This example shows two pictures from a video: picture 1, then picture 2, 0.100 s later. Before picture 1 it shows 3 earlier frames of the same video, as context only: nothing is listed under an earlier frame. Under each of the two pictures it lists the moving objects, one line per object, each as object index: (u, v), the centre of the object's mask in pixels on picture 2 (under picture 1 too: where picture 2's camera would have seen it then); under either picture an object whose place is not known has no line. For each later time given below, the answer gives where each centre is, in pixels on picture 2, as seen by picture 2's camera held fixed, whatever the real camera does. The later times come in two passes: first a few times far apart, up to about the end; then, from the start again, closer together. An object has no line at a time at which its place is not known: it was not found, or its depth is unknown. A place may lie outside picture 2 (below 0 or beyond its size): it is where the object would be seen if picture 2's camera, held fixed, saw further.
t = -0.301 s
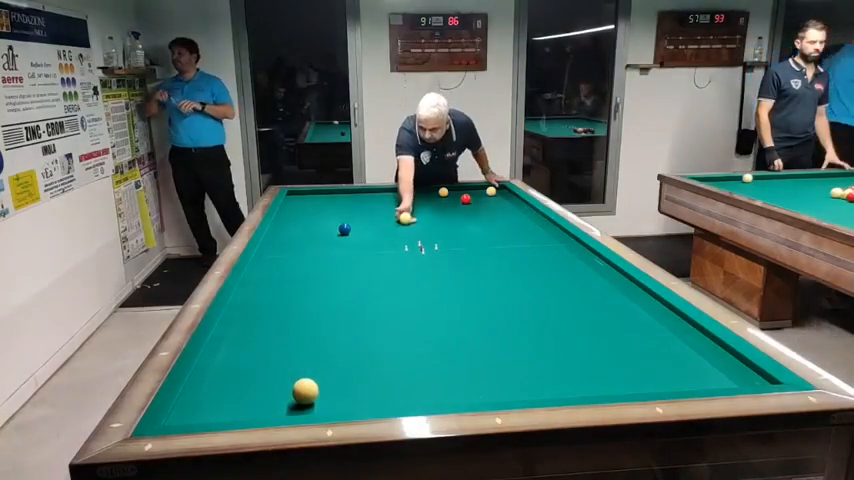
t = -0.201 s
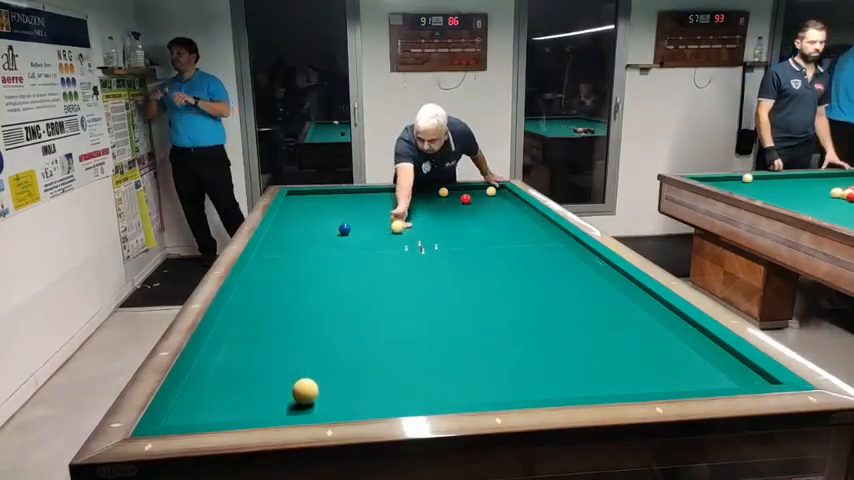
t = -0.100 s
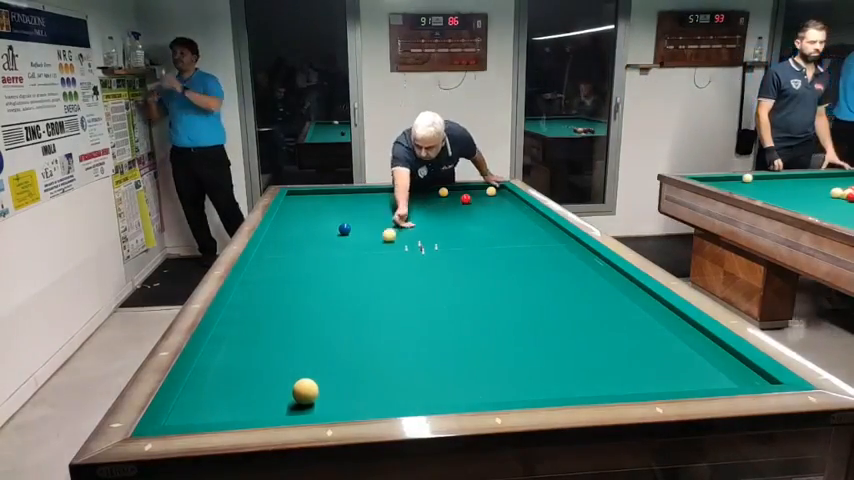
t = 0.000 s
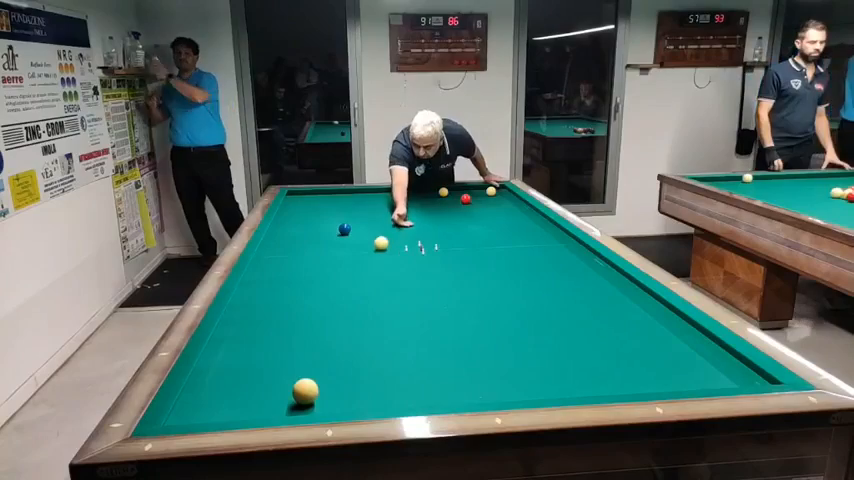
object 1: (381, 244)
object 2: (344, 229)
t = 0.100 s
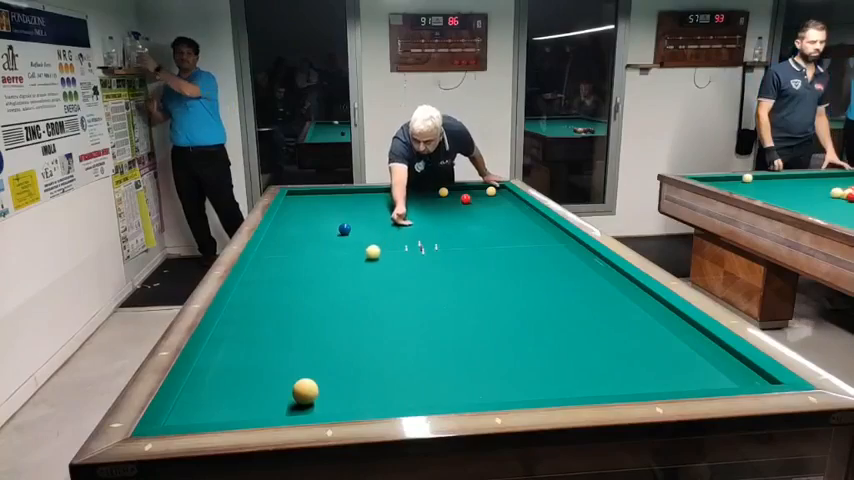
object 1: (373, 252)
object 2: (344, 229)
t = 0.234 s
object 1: (360, 265)
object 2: (344, 229)
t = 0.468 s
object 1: (334, 293)
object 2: (344, 229)
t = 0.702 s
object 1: (298, 330)
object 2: (344, 229)
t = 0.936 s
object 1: (249, 382)
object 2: (344, 229)
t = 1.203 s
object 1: (211, 388)
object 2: (344, 229)
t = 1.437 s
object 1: (216, 358)
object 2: (344, 229)
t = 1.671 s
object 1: (238, 334)
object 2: (344, 228)
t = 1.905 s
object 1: (255, 314)
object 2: (344, 229)
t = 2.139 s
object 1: (271, 297)
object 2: (344, 229)
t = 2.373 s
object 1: (284, 283)
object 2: (344, 229)
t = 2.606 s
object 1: (295, 270)
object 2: (344, 229)
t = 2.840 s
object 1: (305, 260)
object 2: (344, 229)
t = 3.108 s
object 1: (315, 249)
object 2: (344, 229)
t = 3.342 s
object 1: (322, 240)
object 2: (344, 229)
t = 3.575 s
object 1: (329, 233)
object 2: (344, 229)
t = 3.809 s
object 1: (332, 226)
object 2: (348, 229)
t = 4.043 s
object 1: (332, 221)
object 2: (354, 228)
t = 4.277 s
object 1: (332, 216)
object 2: (360, 228)
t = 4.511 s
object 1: (333, 211)
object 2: (365, 228)
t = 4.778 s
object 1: (333, 206)
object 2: (369, 227)
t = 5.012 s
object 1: (333, 202)
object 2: (374, 226)
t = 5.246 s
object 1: (332, 199)
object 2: (377, 226)
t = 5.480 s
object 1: (333, 195)
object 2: (380, 226)
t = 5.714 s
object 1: (332, 192)
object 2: (383, 226)
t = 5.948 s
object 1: (333, 191)
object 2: (385, 225)
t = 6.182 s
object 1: (333, 193)
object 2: (387, 225)
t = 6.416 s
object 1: (333, 195)
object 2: (388, 225)
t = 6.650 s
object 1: (334, 196)
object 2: (389, 225)
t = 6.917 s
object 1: (334, 198)
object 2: (389, 225)
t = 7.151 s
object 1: (335, 199)
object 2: (389, 225)
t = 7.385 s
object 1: (335, 201)
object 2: (389, 225)
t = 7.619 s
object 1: (335, 202)
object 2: (389, 225)
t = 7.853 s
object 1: (336, 204)
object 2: (389, 225)
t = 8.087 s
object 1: (336, 205)
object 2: (389, 225)
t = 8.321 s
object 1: (337, 207)
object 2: (389, 225)
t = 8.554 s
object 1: (337, 208)
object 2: (389, 225)
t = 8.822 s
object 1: (338, 209)
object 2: (389, 225)
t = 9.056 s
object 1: (338, 210)
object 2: (389, 225)
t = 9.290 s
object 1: (338, 211)
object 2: (389, 225)
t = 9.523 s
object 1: (338, 212)
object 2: (389, 225)
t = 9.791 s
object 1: (339, 213)
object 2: (389, 225)
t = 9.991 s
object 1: (338, 214)
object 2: (389, 225)
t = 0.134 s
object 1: (370, 255)
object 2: (344, 229)
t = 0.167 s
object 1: (366, 259)
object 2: (344, 229)
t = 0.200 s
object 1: (363, 262)
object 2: (344, 229)
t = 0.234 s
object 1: (360, 265)
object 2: (344, 229)
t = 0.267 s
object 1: (357, 269)
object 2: (344, 229)
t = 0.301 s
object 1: (353, 273)
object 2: (344, 229)
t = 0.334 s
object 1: (350, 276)
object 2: (344, 229)
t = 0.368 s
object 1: (346, 280)
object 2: (344, 229)
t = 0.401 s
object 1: (342, 284)
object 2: (344, 229)
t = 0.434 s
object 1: (338, 289)
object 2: (344, 229)
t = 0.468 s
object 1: (334, 293)
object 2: (344, 229)
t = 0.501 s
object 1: (329, 298)
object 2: (344, 229)
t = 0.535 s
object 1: (325, 303)
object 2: (344, 229)
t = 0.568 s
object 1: (320, 308)
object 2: (344, 229)
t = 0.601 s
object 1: (315, 313)
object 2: (344, 229)
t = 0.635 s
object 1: (309, 319)
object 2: (344, 229)
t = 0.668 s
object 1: (304, 324)
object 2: (344, 229)
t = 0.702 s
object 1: (298, 330)
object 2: (344, 229)
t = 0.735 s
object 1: (293, 336)
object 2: (344, 229)
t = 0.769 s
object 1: (286, 343)
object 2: (344, 229)
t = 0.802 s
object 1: (279, 350)
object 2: (344, 229)
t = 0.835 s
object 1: (273, 358)
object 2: (344, 229)
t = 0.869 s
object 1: (265, 366)
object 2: (344, 229)
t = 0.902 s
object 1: (257, 374)
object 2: (344, 229)
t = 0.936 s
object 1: (249, 382)
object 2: (344, 229)
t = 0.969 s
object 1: (241, 391)
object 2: (344, 229)
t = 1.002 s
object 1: (231, 401)
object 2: (344, 229)
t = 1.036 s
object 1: (222, 409)
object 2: (344, 229)
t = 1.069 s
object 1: (215, 412)
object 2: (344, 229)
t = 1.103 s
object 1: (214, 407)
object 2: (344, 229)
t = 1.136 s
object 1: (213, 400)
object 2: (344, 229)
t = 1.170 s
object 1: (212, 394)
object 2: (344, 229)
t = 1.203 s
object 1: (211, 388)
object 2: (344, 229)
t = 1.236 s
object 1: (210, 383)
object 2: (344, 229)
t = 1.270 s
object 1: (209, 378)
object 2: (344, 229)
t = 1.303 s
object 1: (208, 374)
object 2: (344, 229)
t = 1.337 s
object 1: (207, 370)
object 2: (344, 229)
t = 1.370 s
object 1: (209, 365)
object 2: (344, 229)
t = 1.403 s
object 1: (213, 361)
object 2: (344, 229)
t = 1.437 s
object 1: (216, 358)
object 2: (344, 229)
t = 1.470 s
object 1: (220, 354)
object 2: (344, 229)
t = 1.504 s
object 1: (223, 350)
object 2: (344, 229)
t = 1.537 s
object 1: (226, 347)
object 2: (344, 229)
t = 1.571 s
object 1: (229, 344)
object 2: (344, 229)
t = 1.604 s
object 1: (232, 340)
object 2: (344, 229)
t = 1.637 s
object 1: (235, 337)
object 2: (344, 229)
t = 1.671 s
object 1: (238, 334)
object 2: (344, 228)
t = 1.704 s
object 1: (240, 331)
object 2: (344, 229)
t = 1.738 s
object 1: (243, 328)
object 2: (344, 229)
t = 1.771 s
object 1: (246, 325)
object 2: (344, 229)
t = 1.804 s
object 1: (248, 322)
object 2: (344, 229)
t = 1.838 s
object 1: (251, 319)
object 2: (344, 229)
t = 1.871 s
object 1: (253, 316)
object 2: (344, 229)
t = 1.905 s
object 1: (255, 314)
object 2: (344, 229)
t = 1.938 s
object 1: (258, 311)
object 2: (344, 229)
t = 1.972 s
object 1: (260, 309)
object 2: (344, 229)
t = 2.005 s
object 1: (262, 306)
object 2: (344, 229)
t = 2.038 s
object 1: (264, 304)
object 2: (344, 229)
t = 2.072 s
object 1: (267, 301)
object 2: (344, 229)
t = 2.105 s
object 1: (269, 299)
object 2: (344, 229)
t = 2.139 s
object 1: (271, 297)
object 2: (344, 229)
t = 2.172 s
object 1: (273, 295)
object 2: (344, 229)
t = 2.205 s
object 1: (275, 293)
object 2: (344, 229)
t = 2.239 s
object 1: (277, 291)
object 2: (344, 229)
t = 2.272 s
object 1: (279, 289)
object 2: (344, 229)
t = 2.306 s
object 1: (280, 287)
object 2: (344, 229)
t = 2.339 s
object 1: (282, 284)
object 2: (344, 229)
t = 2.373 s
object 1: (284, 283)
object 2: (344, 229)
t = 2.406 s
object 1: (286, 281)
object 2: (344, 229)
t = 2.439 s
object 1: (287, 279)
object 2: (344, 229)
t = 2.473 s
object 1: (289, 277)
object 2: (344, 229)
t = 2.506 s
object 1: (290, 275)
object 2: (344, 229)
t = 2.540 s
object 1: (292, 274)
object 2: (344, 229)
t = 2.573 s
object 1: (294, 272)
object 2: (344, 229)
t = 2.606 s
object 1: (295, 270)
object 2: (344, 229)
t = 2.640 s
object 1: (296, 269)
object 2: (344, 229)
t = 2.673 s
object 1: (298, 267)
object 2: (344, 229)
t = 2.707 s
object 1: (300, 266)
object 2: (344, 229)
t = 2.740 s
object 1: (301, 264)
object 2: (344, 229)
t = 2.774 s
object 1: (302, 263)
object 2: (344, 229)
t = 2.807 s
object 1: (304, 261)
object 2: (344, 229)
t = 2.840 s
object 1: (305, 260)
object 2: (344, 229)
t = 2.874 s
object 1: (306, 258)
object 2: (344, 229)
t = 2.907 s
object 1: (307, 257)
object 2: (344, 229)
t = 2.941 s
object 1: (309, 255)
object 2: (344, 229)
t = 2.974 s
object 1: (310, 254)
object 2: (344, 229)
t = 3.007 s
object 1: (311, 253)
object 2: (344, 229)
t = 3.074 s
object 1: (313, 250)
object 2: (344, 229)
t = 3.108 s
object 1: (315, 249)
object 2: (344, 229)
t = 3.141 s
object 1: (316, 247)
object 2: (344, 229)
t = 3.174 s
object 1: (317, 246)
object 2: (344, 229)
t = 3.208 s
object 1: (318, 245)
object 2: (344, 229)
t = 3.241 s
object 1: (319, 244)
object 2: (344, 229)
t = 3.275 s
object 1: (320, 243)
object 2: (344, 229)
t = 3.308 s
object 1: (321, 242)
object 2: (344, 229)
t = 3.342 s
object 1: (322, 240)
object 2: (344, 229)
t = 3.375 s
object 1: (323, 239)
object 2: (344, 229)
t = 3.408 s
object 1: (324, 238)
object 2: (344, 229)
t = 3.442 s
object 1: (325, 237)
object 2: (344, 229)
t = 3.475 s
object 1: (326, 236)
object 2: (344, 229)
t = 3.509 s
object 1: (327, 235)
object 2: (344, 229)
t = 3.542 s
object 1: (328, 234)
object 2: (344, 229)
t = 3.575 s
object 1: (329, 233)
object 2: (344, 229)
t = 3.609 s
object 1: (329, 232)
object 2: (344, 229)
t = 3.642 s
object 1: (330, 231)
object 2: (344, 229)
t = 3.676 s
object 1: (331, 230)
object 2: (344, 229)
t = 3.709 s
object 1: (332, 229)
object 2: (345, 229)
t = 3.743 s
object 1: (331, 228)
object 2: (346, 229)
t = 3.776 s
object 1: (332, 227)
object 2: (347, 229)
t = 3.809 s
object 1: (332, 226)
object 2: (348, 229)
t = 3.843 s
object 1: (332, 226)
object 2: (349, 229)
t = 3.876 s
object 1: (332, 225)
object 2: (350, 229)
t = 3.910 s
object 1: (332, 224)
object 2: (351, 228)
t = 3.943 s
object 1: (332, 223)
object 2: (352, 228)
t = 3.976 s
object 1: (332, 223)
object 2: (352, 228)
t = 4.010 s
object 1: (332, 222)
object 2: (353, 228)
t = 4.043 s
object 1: (332, 221)
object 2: (354, 228)
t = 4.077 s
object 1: (332, 220)
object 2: (355, 228)
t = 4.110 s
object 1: (332, 219)
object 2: (356, 228)
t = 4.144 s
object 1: (332, 219)
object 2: (357, 228)
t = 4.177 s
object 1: (332, 218)
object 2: (357, 228)
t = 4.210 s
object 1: (332, 217)
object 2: (358, 228)
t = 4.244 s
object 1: (332, 216)
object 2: (359, 228)
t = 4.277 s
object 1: (332, 216)
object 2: (360, 228)
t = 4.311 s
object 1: (332, 215)
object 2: (361, 228)
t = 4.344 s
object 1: (332, 214)
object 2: (361, 227)
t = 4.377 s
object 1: (333, 214)
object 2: (362, 228)
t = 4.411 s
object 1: (332, 213)
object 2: (362, 228)
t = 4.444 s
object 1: (333, 212)
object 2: (363, 228)
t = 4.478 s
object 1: (333, 212)
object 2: (364, 227)
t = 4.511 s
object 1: (333, 211)
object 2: (365, 228)
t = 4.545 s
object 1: (333, 210)
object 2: (365, 227)
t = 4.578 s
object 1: (332, 210)
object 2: (366, 227)
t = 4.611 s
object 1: (332, 209)
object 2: (367, 227)
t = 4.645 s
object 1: (333, 208)
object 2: (367, 227)
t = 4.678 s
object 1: (333, 208)
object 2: (368, 227)
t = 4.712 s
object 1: (333, 207)
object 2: (368, 227)
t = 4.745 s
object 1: (333, 207)
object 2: (369, 227)
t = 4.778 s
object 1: (333, 206)
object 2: (369, 227)
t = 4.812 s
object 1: (332, 206)
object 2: (370, 227)
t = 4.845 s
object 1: (332, 205)
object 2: (371, 227)
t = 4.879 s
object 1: (332, 204)
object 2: (371, 227)
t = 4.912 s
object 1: (332, 204)
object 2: (372, 227)
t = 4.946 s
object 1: (332, 203)
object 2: (373, 227)
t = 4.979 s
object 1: (333, 203)
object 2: (373, 227)
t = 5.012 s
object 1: (333, 202)
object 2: (374, 226)
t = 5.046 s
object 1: (332, 202)
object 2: (374, 226)
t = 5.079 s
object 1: (332, 201)
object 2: (375, 226)
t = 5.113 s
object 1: (333, 201)
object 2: (375, 226)
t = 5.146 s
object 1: (332, 200)
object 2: (376, 226)
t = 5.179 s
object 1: (333, 200)
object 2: (376, 226)
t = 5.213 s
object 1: (333, 199)
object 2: (377, 226)
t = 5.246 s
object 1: (332, 199)
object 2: (377, 226)
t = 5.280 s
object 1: (332, 198)
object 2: (378, 226)
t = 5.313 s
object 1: (332, 198)
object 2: (378, 226)
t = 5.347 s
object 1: (332, 197)
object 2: (379, 226)
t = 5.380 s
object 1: (332, 197)
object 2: (379, 226)
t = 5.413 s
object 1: (333, 196)
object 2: (379, 226)
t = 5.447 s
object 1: (332, 196)
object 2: (380, 226)
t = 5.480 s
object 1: (333, 195)
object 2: (380, 226)
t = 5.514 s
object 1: (332, 195)
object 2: (381, 226)
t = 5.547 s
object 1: (333, 194)
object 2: (381, 226)
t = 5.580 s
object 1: (332, 194)
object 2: (381, 226)
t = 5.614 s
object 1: (332, 194)
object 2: (382, 226)
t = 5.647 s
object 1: (332, 193)
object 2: (382, 226)
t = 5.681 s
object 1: (332, 192)
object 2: (382, 226)
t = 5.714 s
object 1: (332, 192)
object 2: (383, 226)
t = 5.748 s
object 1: (332, 192)
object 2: (383, 226)
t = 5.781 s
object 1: (332, 191)
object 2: (383, 225)
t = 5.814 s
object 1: (332, 191)
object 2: (384, 226)
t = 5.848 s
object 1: (332, 191)
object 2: (384, 226)
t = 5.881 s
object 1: (332, 191)
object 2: (384, 225)
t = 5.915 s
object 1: (332, 191)
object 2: (385, 225)
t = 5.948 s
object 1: (333, 191)
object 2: (385, 225)
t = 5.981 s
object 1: (333, 192)
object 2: (385, 225)
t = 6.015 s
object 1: (333, 192)
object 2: (385, 225)
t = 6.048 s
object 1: (333, 192)
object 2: (386, 225)
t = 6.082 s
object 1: (333, 192)
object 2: (386, 225)
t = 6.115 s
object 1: (333, 192)
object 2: (386, 225)
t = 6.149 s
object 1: (333, 193)
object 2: (387, 225)
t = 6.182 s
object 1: (333, 193)
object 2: (387, 225)
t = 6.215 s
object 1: (333, 193)
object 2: (387, 225)
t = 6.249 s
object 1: (333, 193)
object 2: (387, 225)
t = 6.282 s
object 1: (333, 194)
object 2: (387, 225)
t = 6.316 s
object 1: (333, 194)
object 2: (388, 225)
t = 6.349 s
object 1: (333, 194)
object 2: (388, 225)
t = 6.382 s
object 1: (333, 194)
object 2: (388, 225)
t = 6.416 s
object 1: (333, 195)
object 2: (388, 225)
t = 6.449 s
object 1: (333, 195)
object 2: (388, 225)
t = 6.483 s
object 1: (333, 195)
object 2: (388, 225)
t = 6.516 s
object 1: (333, 196)
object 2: (389, 225)
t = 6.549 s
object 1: (334, 196)
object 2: (389, 225)
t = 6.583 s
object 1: (334, 196)
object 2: (389, 225)
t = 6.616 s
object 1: (334, 196)
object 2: (389, 225)
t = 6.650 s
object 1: (334, 196)
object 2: (389, 225)
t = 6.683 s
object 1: (334, 196)
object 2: (389, 225)
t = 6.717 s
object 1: (334, 197)
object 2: (389, 225)
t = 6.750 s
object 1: (334, 197)
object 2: (389, 225)
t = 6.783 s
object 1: (334, 197)
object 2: (389, 225)
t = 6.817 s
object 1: (334, 197)
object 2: (389, 225)
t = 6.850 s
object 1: (334, 198)
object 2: (389, 225)
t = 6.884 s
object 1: (334, 198)
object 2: (389, 225)
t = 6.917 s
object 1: (334, 198)
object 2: (389, 225)
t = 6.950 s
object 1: (334, 198)
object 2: (389, 225)
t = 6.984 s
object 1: (335, 199)
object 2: (389, 225)
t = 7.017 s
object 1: (334, 199)
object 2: (389, 225)
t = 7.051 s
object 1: (334, 199)
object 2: (389, 225)
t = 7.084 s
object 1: (334, 199)
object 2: (389, 225)
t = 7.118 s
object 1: (335, 199)
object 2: (389, 225)
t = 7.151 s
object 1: (335, 199)
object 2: (389, 225)
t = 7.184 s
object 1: (335, 200)
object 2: (389, 225)
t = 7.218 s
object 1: (335, 200)
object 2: (389, 225)
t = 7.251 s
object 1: (335, 200)
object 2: (389, 225)
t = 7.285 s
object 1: (335, 200)
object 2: (389, 225)
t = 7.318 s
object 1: (335, 201)
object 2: (389, 225)
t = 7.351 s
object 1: (335, 201)
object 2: (389, 225)
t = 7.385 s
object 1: (335, 201)
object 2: (389, 225)
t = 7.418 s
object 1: (335, 201)
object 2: (389, 225)
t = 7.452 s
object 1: (335, 201)
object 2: (389, 225)
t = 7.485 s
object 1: (335, 202)
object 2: (389, 225)
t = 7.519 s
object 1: (335, 202)
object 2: (389, 225)
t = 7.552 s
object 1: (335, 202)
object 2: (389, 225)
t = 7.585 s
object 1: (335, 202)
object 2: (389, 225)
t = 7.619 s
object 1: (335, 202)
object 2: (389, 225)
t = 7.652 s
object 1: (335, 203)
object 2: (389, 225)
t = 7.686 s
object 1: (336, 203)
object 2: (389, 225)
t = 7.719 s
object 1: (336, 203)
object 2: (389, 225)
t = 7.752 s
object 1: (336, 203)
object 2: (389, 225)
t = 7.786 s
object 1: (336, 204)
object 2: (389, 225)
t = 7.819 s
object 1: (336, 204)
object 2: (389, 225)
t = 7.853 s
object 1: (336, 204)
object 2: (389, 225)
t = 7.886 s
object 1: (336, 204)
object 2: (389, 225)
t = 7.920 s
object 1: (336, 204)
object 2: (389, 225)
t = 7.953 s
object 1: (336, 205)
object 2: (389, 225)
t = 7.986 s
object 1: (336, 205)
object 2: (389, 225)
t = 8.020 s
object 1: (336, 205)
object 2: (389, 225)
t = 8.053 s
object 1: (336, 205)
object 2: (389, 225)
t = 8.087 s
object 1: (336, 205)
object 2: (389, 225)
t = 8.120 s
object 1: (336, 206)
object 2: (389, 225)
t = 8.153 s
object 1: (337, 206)
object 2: (389, 225)
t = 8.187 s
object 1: (337, 206)
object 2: (389, 225)
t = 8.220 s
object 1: (337, 206)
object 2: (389, 225)
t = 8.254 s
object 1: (337, 206)
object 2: (389, 225)
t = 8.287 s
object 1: (337, 206)
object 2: (389, 225)
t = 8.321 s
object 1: (337, 207)
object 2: (389, 225)
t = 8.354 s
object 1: (337, 207)
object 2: (389, 225)
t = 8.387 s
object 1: (337, 207)
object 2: (389, 225)
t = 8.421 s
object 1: (337, 207)
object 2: (389, 225)
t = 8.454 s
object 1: (337, 207)
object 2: (389, 225)
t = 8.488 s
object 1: (337, 207)
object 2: (389, 225)
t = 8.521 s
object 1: (337, 208)
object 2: (389, 225)
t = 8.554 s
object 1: (337, 208)
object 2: (389, 225)
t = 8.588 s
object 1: (337, 208)
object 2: (389, 225)
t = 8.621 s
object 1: (337, 208)
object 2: (389, 225)
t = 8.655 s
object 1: (337, 208)
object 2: (389, 225)
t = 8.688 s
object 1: (337, 208)
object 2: (389, 225)
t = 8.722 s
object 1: (337, 209)
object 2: (389, 225)
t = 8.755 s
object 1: (337, 209)
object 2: (389, 225)
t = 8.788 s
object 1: (338, 209)
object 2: (389, 225)
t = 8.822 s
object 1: (338, 209)
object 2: (389, 225)
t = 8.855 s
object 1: (338, 209)
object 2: (389, 225)
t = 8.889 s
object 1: (338, 209)
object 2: (389, 225)
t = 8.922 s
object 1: (338, 209)
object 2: (389, 225)
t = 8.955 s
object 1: (338, 210)
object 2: (389, 225)
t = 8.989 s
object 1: (338, 210)
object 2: (389, 225)
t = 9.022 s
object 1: (338, 210)
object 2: (389, 225)
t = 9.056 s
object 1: (338, 210)
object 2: (389, 225)
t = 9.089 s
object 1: (338, 210)
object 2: (389, 225)
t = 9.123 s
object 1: (338, 210)
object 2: (389, 225)
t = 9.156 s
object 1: (338, 210)
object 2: (389, 225)
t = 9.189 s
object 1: (338, 211)
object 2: (389, 225)
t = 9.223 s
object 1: (338, 211)
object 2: (389, 225)
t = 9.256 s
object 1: (338, 211)
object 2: (389, 225)
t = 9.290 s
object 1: (338, 211)
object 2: (389, 225)
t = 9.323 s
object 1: (338, 211)
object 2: (389, 225)
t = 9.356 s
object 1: (338, 211)
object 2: (389, 225)
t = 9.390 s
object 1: (338, 211)
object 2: (389, 225)
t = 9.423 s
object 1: (338, 212)
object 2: (389, 225)
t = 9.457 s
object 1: (338, 212)
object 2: (389, 225)
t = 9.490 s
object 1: (338, 212)
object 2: (389, 225)
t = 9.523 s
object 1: (338, 212)
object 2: (389, 225)
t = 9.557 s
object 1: (338, 212)
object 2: (389, 225)
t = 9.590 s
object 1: (338, 212)
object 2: (389, 225)
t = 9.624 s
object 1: (339, 212)
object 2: (389, 225)
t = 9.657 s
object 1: (339, 213)
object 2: (389, 225)
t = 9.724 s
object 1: (339, 213)
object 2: (389, 225)
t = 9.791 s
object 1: (339, 213)
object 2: (389, 225)
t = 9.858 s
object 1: (338, 213)
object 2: (389, 225)
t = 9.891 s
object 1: (338, 213)
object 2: (389, 225)
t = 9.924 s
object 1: (338, 214)
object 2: (389, 225)
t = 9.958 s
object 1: (338, 214)
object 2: (389, 225)
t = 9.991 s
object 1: (338, 214)
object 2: (389, 225)
